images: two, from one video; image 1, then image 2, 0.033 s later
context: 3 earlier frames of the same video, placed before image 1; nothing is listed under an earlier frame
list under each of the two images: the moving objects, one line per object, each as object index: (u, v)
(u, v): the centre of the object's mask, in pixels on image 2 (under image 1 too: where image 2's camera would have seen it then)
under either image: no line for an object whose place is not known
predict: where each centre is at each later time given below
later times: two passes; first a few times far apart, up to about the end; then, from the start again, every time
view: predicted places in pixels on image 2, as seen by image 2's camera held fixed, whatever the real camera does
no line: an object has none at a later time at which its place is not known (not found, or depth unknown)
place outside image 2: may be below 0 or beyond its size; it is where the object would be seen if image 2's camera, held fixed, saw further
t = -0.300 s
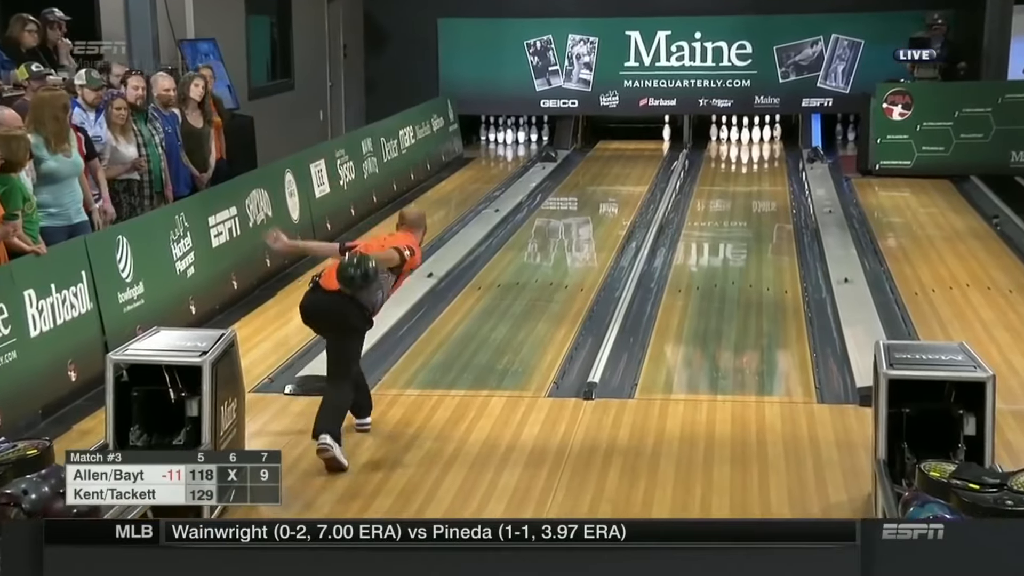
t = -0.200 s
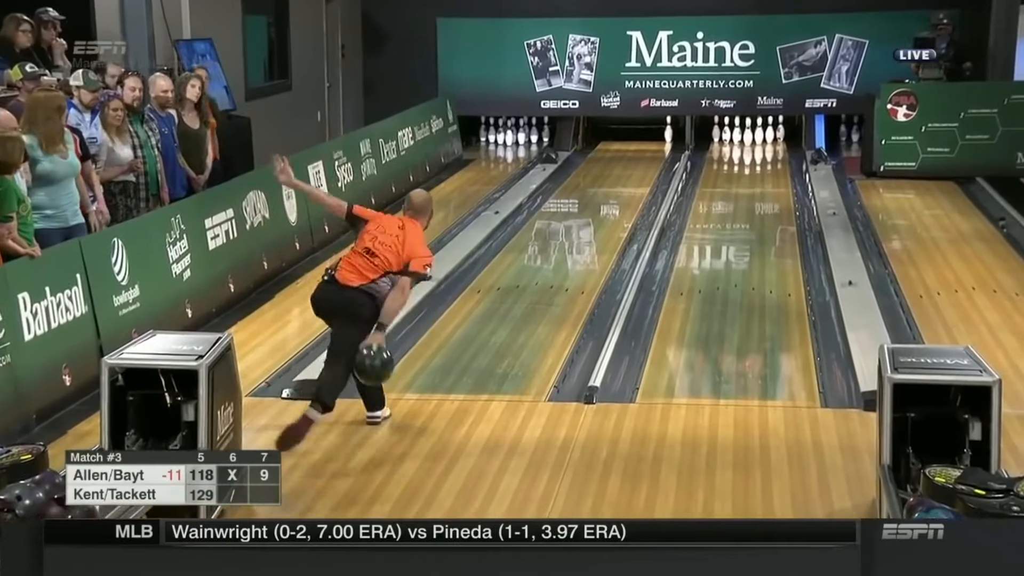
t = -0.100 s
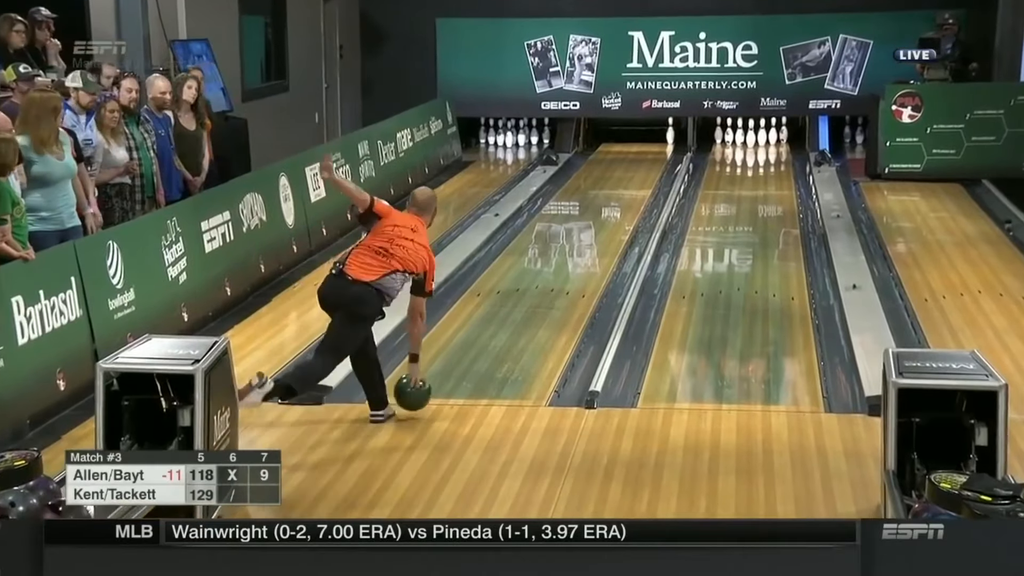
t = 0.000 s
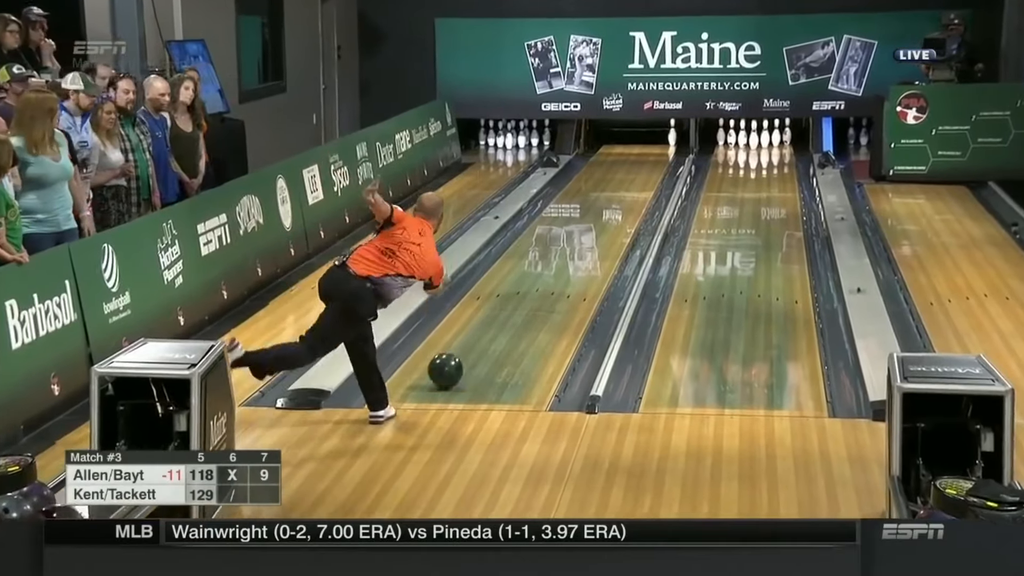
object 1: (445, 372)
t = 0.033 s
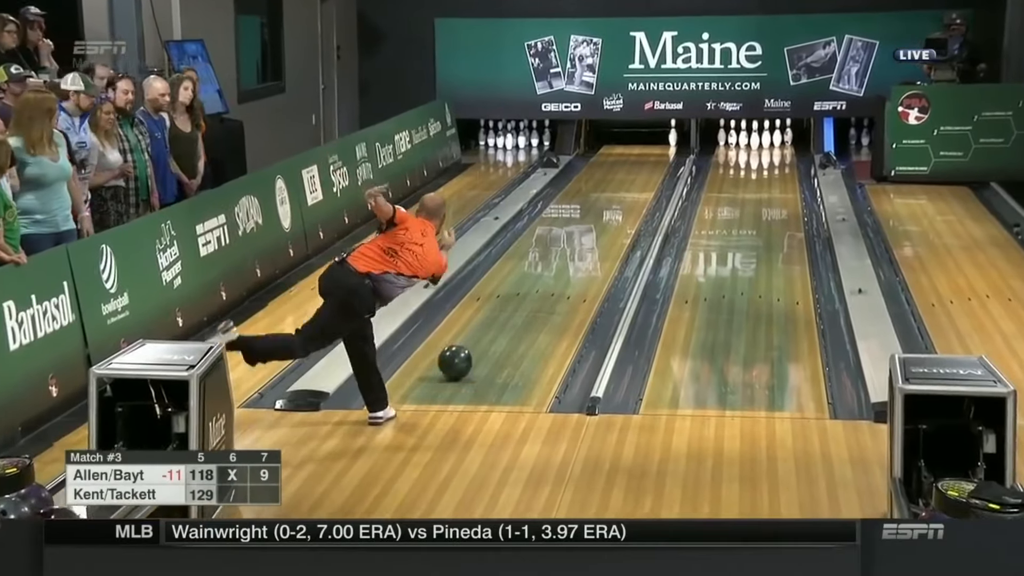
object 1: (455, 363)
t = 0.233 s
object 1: (505, 313)
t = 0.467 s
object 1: (550, 270)
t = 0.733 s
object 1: (588, 232)
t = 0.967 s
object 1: (615, 204)
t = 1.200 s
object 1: (637, 182)
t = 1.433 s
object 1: (656, 164)
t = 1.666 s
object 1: (670, 146)
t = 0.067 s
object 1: (465, 353)
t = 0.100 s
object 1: (474, 344)
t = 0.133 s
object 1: (482, 336)
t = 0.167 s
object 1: (490, 328)
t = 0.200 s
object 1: (498, 320)
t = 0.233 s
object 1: (505, 313)
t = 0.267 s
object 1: (513, 306)
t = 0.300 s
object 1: (520, 299)
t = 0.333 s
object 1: (526, 293)
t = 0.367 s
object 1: (532, 286)
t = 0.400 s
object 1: (538, 280)
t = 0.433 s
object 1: (544, 275)
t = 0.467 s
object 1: (550, 270)
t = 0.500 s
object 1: (555, 264)
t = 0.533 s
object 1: (560, 259)
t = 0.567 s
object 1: (565, 254)
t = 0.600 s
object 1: (570, 249)
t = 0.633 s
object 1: (575, 244)
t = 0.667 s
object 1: (579, 240)
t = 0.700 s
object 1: (584, 236)
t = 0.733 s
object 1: (588, 232)
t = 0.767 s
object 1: (592, 228)
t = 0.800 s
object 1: (596, 223)
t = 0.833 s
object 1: (600, 219)
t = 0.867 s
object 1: (604, 215)
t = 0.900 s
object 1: (607, 211)
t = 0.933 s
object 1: (611, 208)
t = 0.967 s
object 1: (615, 204)
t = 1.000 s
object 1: (618, 201)
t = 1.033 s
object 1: (622, 198)
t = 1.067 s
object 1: (625, 194)
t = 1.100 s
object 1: (628, 191)
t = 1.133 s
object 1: (631, 188)
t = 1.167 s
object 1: (634, 185)
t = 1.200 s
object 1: (637, 182)
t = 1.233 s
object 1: (640, 180)
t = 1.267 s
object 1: (643, 177)
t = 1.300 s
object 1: (646, 174)
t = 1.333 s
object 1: (649, 171)
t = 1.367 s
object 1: (651, 168)
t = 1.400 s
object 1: (654, 166)
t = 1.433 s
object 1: (656, 164)
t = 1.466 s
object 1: (658, 161)
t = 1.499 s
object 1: (660, 158)
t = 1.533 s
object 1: (663, 156)
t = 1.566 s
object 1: (665, 153)
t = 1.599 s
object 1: (666, 151)
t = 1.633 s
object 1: (668, 149)
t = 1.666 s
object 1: (670, 146)
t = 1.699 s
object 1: (672, 144)
